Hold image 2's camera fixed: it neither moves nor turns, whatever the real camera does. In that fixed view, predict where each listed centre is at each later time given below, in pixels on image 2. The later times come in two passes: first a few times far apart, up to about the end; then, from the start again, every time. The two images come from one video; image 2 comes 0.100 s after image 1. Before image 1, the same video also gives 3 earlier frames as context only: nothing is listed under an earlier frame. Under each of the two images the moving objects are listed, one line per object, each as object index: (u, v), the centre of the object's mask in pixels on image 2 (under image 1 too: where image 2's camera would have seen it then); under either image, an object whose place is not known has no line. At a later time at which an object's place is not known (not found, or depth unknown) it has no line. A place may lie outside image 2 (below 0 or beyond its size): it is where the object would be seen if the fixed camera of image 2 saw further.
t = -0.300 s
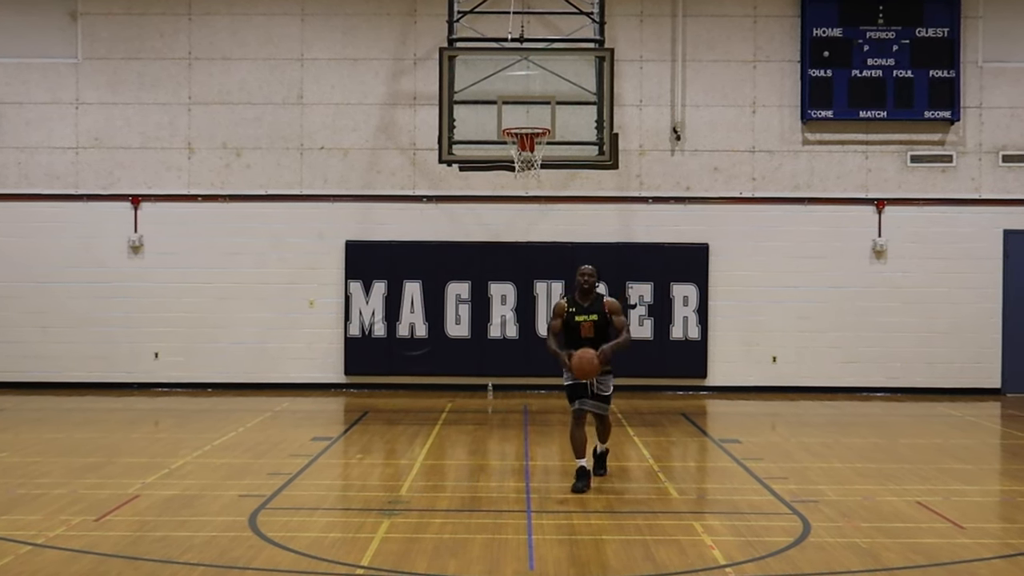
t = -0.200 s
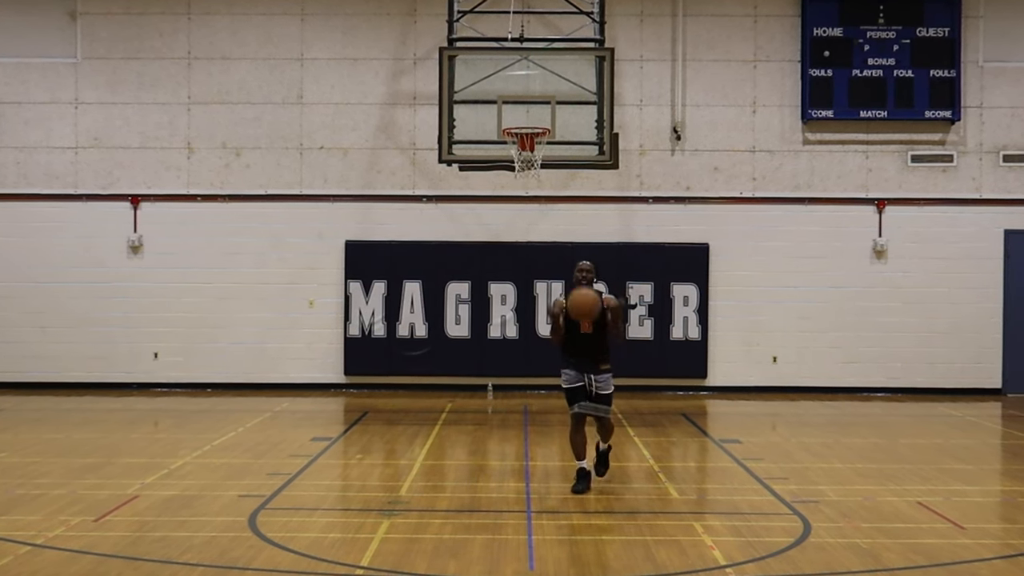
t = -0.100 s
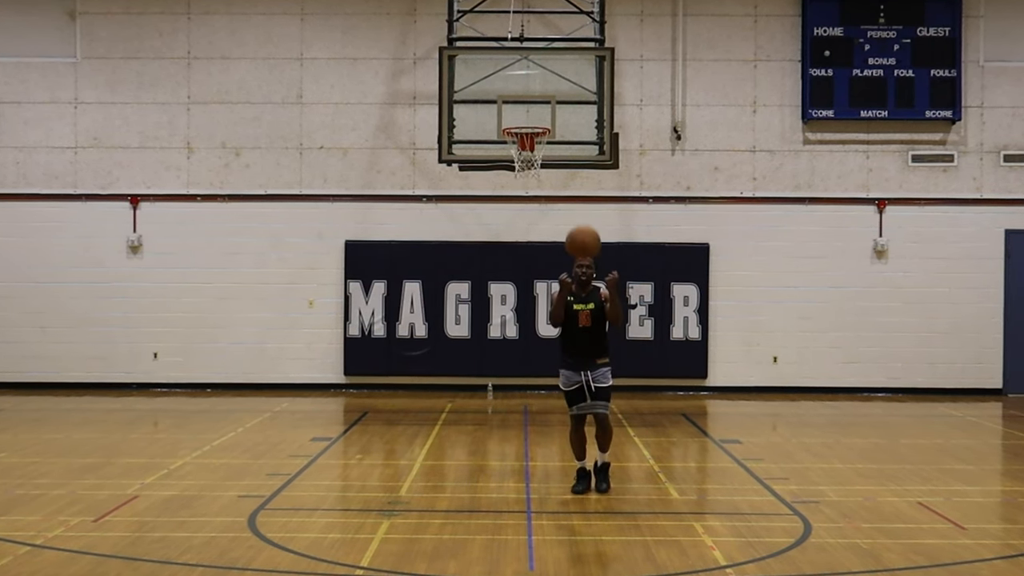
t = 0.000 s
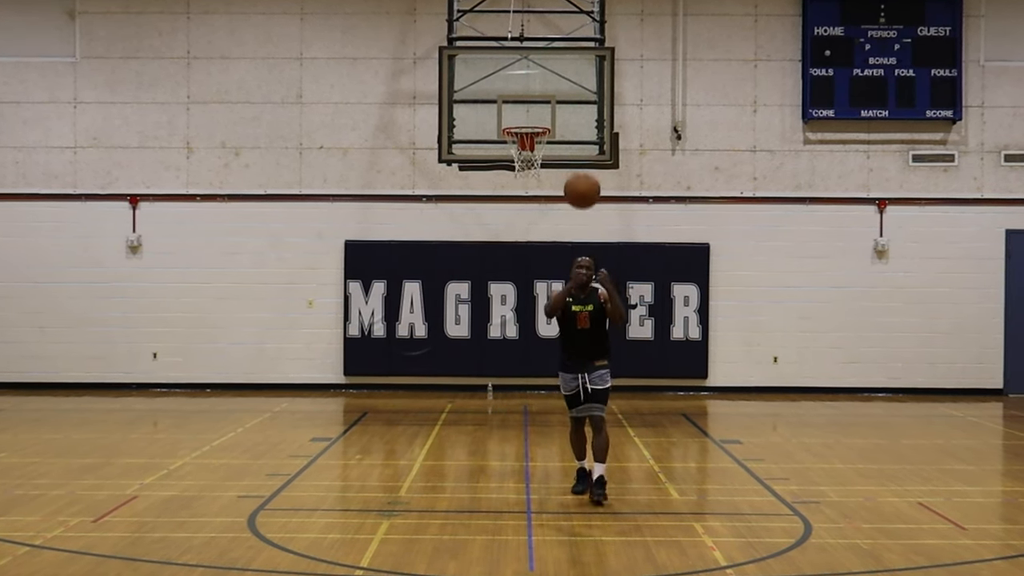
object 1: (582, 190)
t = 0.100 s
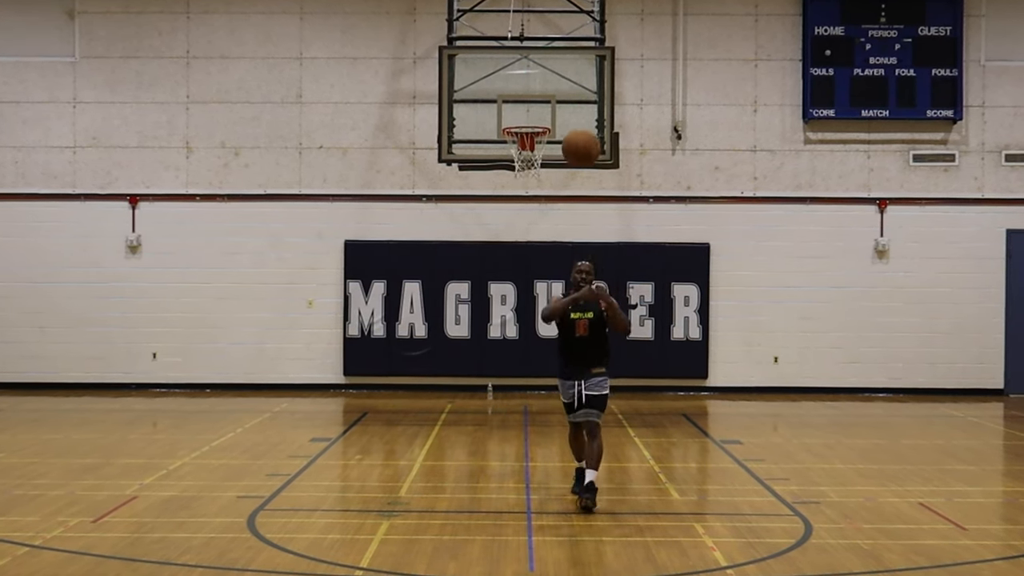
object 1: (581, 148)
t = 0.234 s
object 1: (579, 112)
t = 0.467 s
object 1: (575, 114)
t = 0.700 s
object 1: (569, 234)
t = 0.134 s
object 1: (580, 137)
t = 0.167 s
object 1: (580, 127)
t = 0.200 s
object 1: (579, 118)
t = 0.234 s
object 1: (579, 112)
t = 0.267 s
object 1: (578, 107)
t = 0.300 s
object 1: (578, 103)
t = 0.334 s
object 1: (577, 101)
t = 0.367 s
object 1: (577, 102)
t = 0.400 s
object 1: (576, 104)
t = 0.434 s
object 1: (575, 109)
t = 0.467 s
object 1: (575, 114)
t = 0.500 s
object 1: (574, 123)
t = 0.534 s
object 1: (574, 135)
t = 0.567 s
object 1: (572, 149)
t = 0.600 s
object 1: (572, 165)
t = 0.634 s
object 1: (571, 185)
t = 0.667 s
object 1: (570, 207)
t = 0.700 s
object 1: (569, 234)
